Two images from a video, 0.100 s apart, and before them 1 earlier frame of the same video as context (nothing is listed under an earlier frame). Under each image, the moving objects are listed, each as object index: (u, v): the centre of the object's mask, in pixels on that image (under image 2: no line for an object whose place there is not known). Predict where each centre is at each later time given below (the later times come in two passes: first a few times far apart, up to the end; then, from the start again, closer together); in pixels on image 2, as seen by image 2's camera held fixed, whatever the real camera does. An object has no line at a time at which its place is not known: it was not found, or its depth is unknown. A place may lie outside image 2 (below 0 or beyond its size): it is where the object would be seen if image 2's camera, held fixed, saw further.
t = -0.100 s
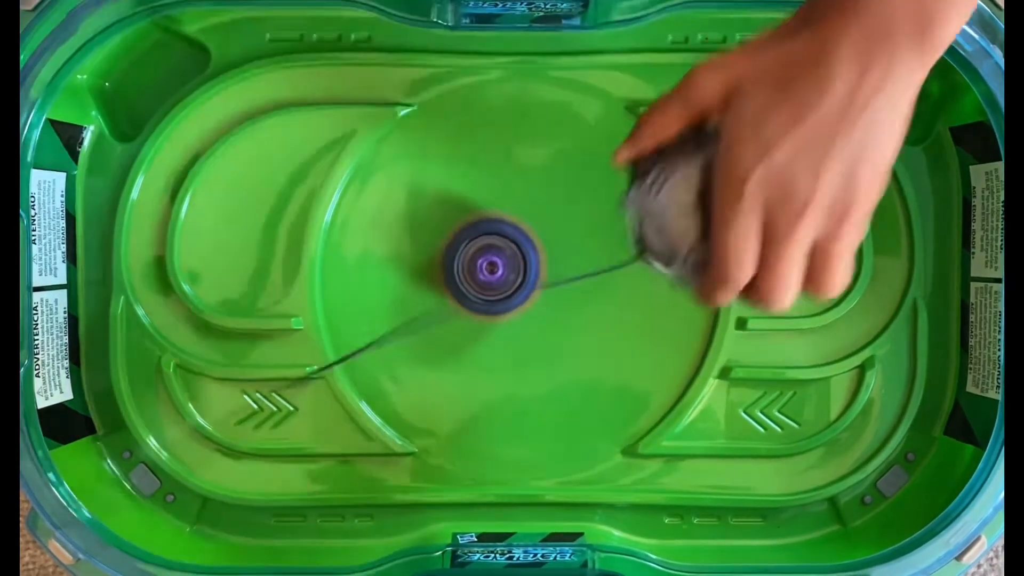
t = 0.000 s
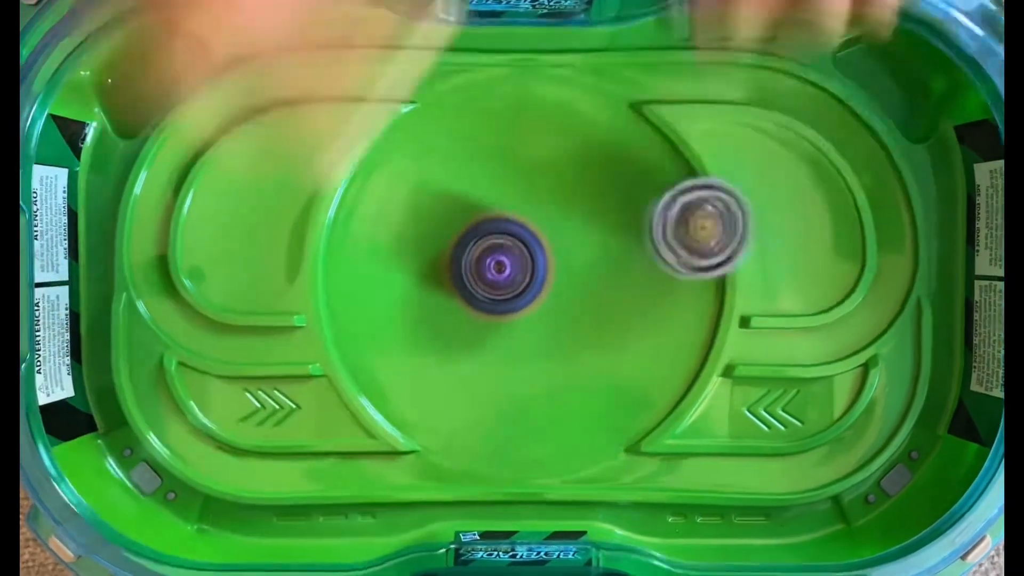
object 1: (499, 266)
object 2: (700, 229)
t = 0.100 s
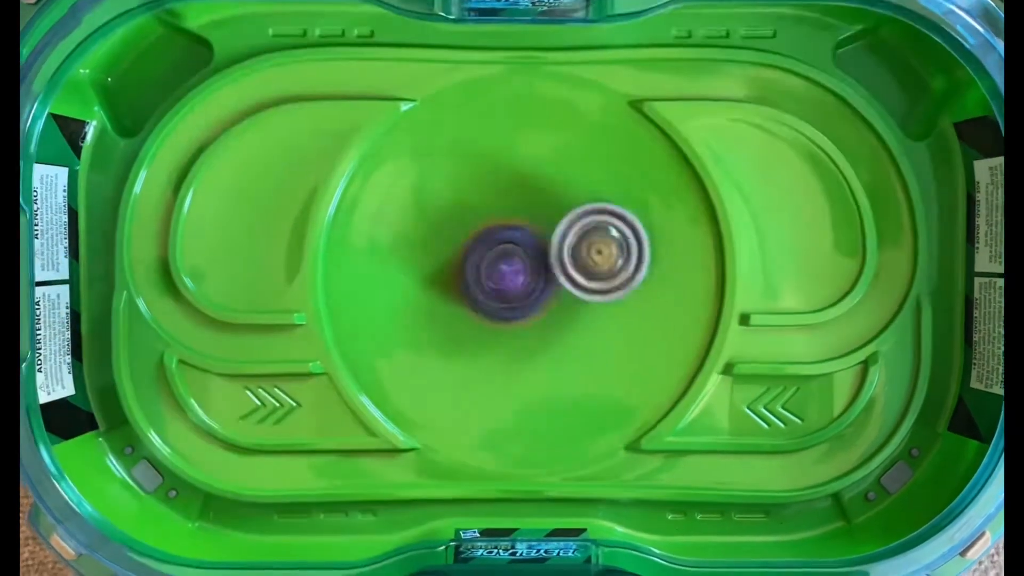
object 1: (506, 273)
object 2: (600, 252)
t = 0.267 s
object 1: (365, 284)
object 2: (603, 277)
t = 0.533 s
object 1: (415, 340)
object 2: (543, 263)
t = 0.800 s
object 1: (363, 351)
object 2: (690, 256)
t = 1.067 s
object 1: (448, 323)
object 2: (661, 161)
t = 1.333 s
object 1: (486, 302)
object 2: (512, 200)
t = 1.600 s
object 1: (463, 338)
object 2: (568, 242)
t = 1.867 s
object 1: (494, 328)
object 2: (624, 235)
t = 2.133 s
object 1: (494, 326)
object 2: (589, 255)
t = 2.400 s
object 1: (472, 319)
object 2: (644, 246)
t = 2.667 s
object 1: (479, 306)
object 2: (573, 265)
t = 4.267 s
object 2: (426, 363)
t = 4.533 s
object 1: (612, 322)
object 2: (391, 385)
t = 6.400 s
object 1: (464, 228)
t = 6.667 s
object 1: (509, 235)
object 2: (587, 310)
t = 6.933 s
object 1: (557, 245)
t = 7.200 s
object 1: (570, 256)
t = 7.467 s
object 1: (559, 279)
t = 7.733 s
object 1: (538, 310)
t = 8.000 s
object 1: (516, 333)
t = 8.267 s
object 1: (501, 328)
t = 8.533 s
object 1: (488, 317)
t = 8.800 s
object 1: (482, 310)
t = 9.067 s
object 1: (487, 315)
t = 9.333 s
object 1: (486, 314)
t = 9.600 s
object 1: (459, 299)
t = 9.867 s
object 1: (459, 286)
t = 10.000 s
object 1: (474, 279)
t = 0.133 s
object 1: (469, 273)
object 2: (607, 264)
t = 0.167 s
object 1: (434, 274)
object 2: (611, 272)
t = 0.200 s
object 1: (406, 275)
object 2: (612, 277)
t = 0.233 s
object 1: (381, 279)
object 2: (609, 279)
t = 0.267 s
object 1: (365, 284)
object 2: (603, 277)
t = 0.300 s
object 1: (357, 290)
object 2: (597, 274)
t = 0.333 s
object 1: (356, 297)
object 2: (592, 269)
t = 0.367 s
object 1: (360, 306)
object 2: (586, 264)
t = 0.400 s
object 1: (366, 315)
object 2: (579, 259)
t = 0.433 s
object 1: (374, 323)
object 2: (571, 255)
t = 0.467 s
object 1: (387, 330)
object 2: (562, 255)
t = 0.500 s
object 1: (400, 336)
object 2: (553, 257)
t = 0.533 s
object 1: (415, 340)
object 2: (543, 263)
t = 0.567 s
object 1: (428, 341)
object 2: (534, 270)
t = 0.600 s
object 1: (440, 340)
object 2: (525, 280)
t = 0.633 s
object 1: (419, 345)
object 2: (557, 284)
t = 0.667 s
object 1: (392, 351)
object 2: (595, 284)
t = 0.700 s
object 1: (374, 352)
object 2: (629, 281)
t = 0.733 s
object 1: (364, 352)
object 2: (656, 275)
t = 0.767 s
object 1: (361, 351)
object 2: (675, 267)
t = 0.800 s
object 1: (363, 351)
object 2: (690, 256)
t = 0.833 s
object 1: (371, 350)
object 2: (698, 244)
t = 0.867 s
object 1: (381, 348)
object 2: (704, 232)
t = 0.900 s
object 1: (393, 346)
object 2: (705, 218)
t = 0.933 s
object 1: (407, 342)
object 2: (698, 207)
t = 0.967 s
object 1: (419, 338)
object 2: (689, 195)
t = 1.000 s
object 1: (430, 333)
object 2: (680, 184)
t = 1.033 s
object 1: (439, 328)
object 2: (671, 173)
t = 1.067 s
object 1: (448, 323)
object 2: (661, 161)
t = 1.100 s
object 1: (457, 318)
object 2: (649, 151)
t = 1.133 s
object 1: (463, 314)
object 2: (632, 143)
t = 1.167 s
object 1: (470, 310)
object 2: (612, 140)
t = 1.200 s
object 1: (475, 307)
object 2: (589, 143)
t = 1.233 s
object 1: (480, 303)
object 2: (564, 151)
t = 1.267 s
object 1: (484, 300)
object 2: (540, 166)
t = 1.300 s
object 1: (489, 296)
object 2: (520, 186)
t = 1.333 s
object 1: (486, 302)
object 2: (512, 200)
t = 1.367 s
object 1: (475, 319)
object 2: (515, 200)
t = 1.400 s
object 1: (465, 331)
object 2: (519, 204)
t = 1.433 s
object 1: (458, 338)
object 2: (524, 210)
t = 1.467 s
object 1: (455, 341)
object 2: (531, 217)
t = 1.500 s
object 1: (454, 341)
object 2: (539, 225)
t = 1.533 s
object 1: (456, 341)
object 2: (548, 231)
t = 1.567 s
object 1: (459, 339)
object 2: (558, 237)
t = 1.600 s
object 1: (463, 338)
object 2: (568, 242)
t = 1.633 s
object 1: (467, 336)
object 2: (579, 245)
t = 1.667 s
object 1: (471, 335)
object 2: (589, 247)
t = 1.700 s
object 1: (475, 334)
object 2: (599, 249)
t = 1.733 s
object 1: (479, 333)
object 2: (608, 249)
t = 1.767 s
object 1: (483, 331)
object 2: (615, 247)
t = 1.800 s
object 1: (487, 330)
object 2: (621, 245)
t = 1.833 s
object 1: (490, 329)
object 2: (624, 240)
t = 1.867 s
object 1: (494, 328)
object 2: (624, 235)
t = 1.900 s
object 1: (498, 327)
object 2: (623, 230)
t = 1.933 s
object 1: (501, 326)
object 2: (618, 226)
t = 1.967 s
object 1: (504, 326)
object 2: (610, 224)
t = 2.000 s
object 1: (506, 325)
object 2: (601, 225)
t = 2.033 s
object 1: (509, 324)
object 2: (590, 230)
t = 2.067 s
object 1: (511, 324)
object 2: (580, 238)
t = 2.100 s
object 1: (509, 324)
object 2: (576, 248)
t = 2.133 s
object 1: (494, 326)
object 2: (589, 255)
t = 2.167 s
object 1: (483, 327)
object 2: (602, 259)
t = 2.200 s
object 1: (476, 326)
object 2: (612, 262)
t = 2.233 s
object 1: (472, 325)
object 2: (622, 263)
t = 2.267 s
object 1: (471, 324)
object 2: (630, 262)
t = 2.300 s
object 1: (470, 322)
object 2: (636, 260)
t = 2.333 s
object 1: (471, 321)
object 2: (641, 256)
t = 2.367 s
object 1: (471, 320)
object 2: (643, 251)
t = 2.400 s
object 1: (472, 319)
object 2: (644, 246)
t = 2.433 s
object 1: (473, 317)
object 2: (642, 239)
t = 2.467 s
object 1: (474, 316)
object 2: (637, 234)
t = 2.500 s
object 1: (475, 314)
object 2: (629, 231)
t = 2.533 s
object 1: (476, 313)
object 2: (617, 231)
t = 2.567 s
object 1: (477, 312)
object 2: (605, 235)
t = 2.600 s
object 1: (478, 310)
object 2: (593, 242)
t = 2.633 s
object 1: (479, 308)
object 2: (581, 253)
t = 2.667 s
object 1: (479, 306)
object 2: (573, 265)
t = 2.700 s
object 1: (445, 305)
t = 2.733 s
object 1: (412, 305)
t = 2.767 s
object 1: (384, 304)
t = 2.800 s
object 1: (364, 304)
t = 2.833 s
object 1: (353, 304)
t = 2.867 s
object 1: (349, 303)
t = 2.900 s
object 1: (349, 302)
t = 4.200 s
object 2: (441, 358)
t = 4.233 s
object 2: (433, 361)
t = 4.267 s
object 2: (426, 363)
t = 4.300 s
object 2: (417, 366)
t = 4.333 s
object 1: (613, 324)
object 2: (410, 370)
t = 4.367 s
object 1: (615, 325)
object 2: (402, 373)
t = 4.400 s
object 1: (615, 326)
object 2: (396, 377)
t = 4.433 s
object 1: (614, 324)
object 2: (392, 380)
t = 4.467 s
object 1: (613, 323)
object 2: (390, 384)
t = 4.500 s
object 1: (613, 322)
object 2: (390, 385)
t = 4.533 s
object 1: (612, 322)
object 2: (391, 385)
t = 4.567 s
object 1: (610, 321)
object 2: (396, 383)
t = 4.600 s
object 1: (608, 320)
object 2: (403, 379)
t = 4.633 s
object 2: (411, 370)
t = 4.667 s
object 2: (418, 360)
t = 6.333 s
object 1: (458, 228)
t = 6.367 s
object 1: (461, 228)
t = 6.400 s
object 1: (464, 228)
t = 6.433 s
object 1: (469, 228)
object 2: (600, 239)
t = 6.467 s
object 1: (473, 229)
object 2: (595, 252)
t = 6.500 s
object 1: (479, 229)
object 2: (590, 264)
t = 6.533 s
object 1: (484, 232)
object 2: (587, 274)
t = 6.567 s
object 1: (489, 232)
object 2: (586, 283)
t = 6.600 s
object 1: (496, 234)
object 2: (585, 293)
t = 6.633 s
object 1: (502, 235)
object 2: (585, 301)
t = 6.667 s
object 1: (509, 235)
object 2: (587, 310)
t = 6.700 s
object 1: (516, 237)
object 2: (587, 319)
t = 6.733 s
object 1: (523, 238)
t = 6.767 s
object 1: (530, 240)
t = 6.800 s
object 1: (535, 241)
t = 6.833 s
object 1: (542, 241)
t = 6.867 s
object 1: (547, 243)
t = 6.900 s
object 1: (552, 244)
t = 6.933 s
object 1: (557, 245)
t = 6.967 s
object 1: (559, 247)
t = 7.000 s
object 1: (563, 246)
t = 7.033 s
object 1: (566, 247)
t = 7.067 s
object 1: (567, 249)
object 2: (556, 354)
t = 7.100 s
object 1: (568, 251)
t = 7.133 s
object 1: (569, 253)
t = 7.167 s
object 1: (568, 255)
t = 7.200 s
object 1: (570, 256)
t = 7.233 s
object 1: (570, 258)
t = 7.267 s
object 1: (569, 260)
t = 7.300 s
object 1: (568, 264)
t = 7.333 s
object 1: (566, 267)
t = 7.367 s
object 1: (563, 270)
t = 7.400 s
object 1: (563, 273)
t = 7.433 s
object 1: (562, 275)
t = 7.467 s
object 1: (559, 279)
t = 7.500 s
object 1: (558, 285)
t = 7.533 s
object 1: (555, 288)
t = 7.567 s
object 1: (552, 291)
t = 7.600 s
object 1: (550, 295)
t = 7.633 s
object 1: (547, 298)
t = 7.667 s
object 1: (545, 302)
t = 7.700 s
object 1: (542, 308)
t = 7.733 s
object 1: (538, 310)
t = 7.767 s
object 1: (535, 314)
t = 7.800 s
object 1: (533, 319)
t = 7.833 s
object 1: (530, 322)
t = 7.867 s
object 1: (527, 324)
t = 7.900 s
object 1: (525, 329)
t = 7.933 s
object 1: (522, 331)
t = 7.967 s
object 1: (518, 331)
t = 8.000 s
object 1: (516, 333)
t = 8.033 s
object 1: (513, 336)
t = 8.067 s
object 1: (510, 336)
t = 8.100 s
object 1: (507, 334)
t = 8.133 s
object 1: (504, 334)
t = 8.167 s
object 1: (503, 335)
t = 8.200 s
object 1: (501, 334)
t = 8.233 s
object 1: (501, 331)
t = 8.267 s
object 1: (501, 328)
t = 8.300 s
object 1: (499, 327)
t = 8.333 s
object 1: (499, 324)
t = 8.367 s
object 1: (497, 320)
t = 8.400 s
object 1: (494, 321)
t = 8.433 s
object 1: (491, 320)
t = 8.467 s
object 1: (489, 317)
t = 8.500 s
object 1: (489, 314)
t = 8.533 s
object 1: (488, 317)
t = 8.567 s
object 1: (486, 319)
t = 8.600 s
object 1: (484, 320)
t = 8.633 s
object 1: (483, 318)
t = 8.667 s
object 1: (483, 315)
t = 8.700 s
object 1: (485, 313)
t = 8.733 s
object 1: (485, 312)
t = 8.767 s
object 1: (482, 311)
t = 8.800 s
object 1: (482, 310)
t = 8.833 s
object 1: (482, 310)
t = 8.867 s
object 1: (479, 313)
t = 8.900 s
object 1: (476, 315)
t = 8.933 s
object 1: (475, 315)
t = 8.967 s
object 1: (478, 315)
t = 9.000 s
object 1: (482, 315)
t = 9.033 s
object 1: (485, 316)
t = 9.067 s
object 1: (487, 315)
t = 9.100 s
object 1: (485, 315)
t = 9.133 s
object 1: (481, 315)
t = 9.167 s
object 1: (481, 314)
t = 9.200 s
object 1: (484, 313)
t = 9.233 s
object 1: (486, 313)
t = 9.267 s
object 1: (487, 313)
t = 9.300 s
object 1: (488, 313)
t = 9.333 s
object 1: (486, 314)
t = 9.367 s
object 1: (481, 315)
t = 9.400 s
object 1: (477, 313)
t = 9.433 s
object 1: (475, 309)
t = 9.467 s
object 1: (474, 305)
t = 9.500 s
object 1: (472, 303)
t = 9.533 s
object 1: (467, 303)
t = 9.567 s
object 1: (461, 302)
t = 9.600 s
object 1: (459, 299)
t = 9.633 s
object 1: (458, 294)
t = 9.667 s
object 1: (456, 291)
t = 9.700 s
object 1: (454, 289)
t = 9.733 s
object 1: (452, 288)
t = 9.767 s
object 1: (452, 288)
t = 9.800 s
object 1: (453, 287)
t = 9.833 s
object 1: (457, 287)
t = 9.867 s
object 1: (459, 286)
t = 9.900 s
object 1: (462, 282)
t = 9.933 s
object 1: (465, 280)
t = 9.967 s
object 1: (469, 280)
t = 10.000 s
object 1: (474, 279)
